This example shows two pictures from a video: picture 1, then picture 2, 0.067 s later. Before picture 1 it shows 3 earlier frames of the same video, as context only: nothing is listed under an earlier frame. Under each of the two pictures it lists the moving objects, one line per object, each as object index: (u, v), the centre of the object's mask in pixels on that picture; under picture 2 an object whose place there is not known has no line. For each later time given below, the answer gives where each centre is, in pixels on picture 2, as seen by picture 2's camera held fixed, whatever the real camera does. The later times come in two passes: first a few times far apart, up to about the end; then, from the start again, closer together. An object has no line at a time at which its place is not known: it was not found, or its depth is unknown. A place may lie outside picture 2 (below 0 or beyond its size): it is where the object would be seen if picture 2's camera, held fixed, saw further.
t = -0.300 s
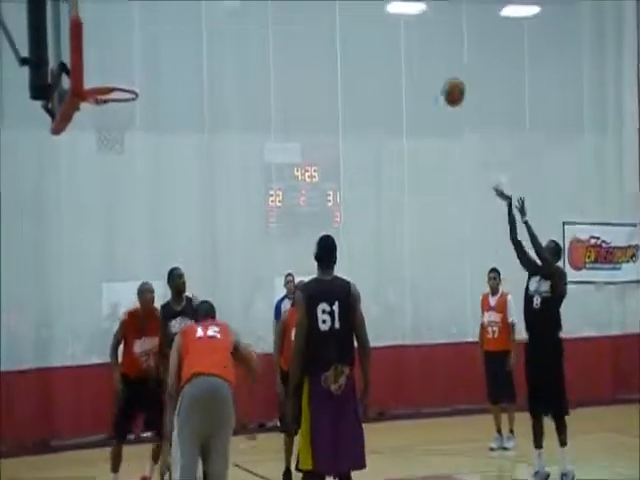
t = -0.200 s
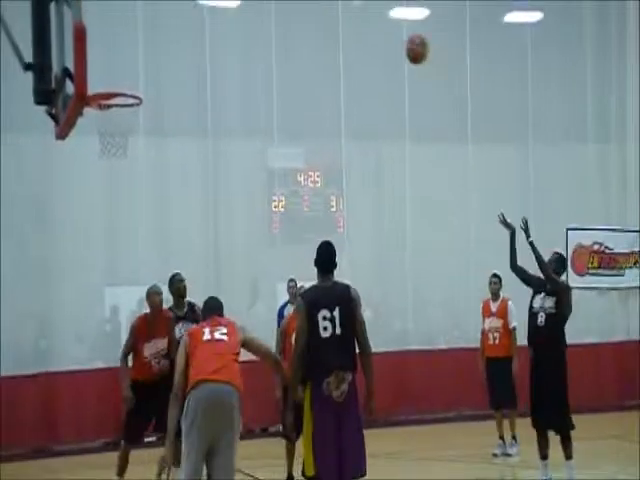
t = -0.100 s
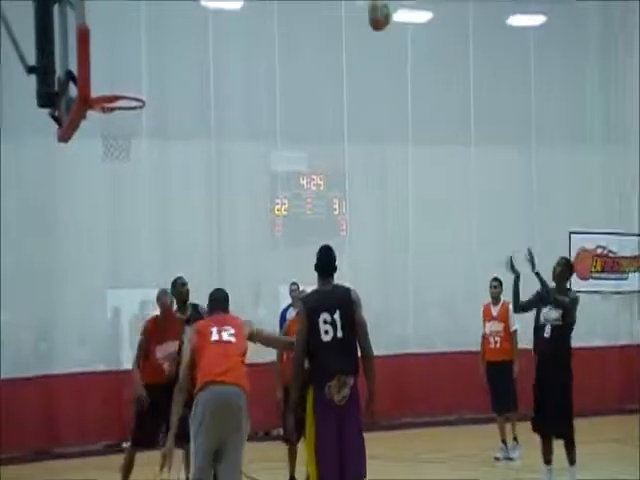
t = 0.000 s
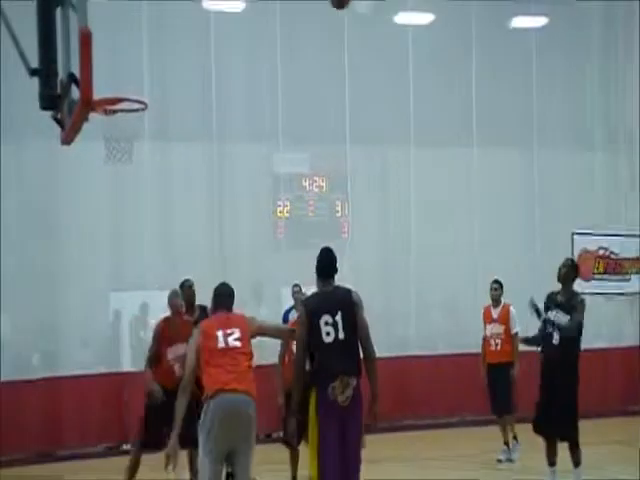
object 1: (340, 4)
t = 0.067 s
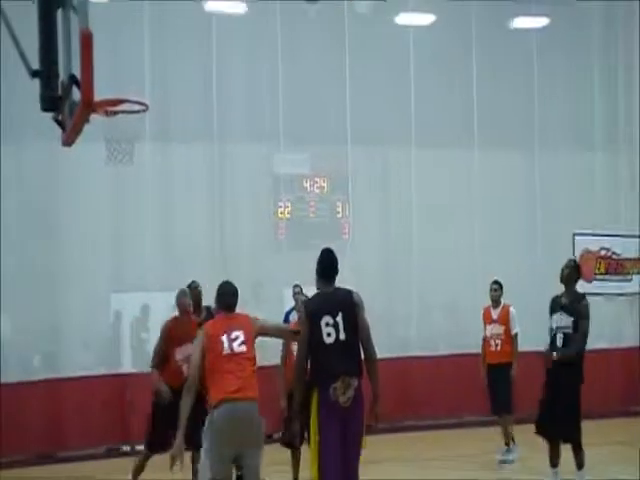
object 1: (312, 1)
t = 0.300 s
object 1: (210, 3)
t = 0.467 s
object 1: (138, 57)
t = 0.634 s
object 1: (123, 106)
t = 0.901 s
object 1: (140, 125)
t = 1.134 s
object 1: (130, 153)
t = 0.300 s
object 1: (210, 3)
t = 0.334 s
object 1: (196, 8)
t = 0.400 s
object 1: (168, 28)
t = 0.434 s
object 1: (154, 41)
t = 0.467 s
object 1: (138, 57)
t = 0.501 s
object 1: (124, 74)
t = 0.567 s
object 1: (114, 101)
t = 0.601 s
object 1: (132, 105)
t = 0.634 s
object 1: (123, 106)
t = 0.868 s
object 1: (140, 126)
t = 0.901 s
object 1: (140, 125)
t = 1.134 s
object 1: (130, 153)
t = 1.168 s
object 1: (126, 159)
